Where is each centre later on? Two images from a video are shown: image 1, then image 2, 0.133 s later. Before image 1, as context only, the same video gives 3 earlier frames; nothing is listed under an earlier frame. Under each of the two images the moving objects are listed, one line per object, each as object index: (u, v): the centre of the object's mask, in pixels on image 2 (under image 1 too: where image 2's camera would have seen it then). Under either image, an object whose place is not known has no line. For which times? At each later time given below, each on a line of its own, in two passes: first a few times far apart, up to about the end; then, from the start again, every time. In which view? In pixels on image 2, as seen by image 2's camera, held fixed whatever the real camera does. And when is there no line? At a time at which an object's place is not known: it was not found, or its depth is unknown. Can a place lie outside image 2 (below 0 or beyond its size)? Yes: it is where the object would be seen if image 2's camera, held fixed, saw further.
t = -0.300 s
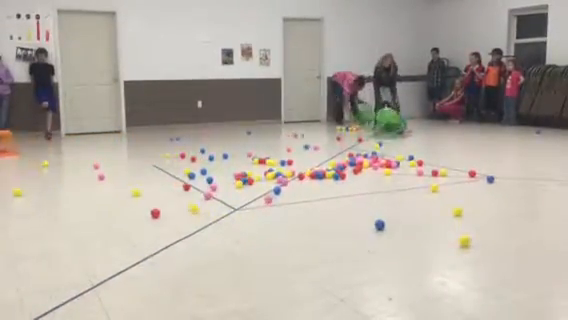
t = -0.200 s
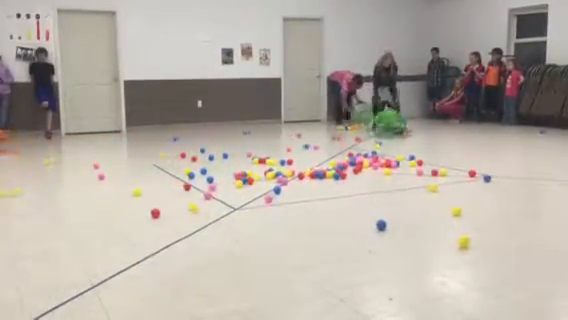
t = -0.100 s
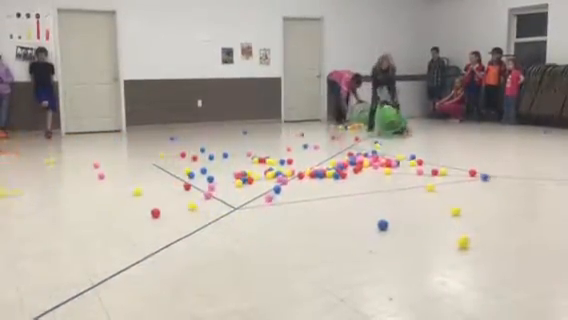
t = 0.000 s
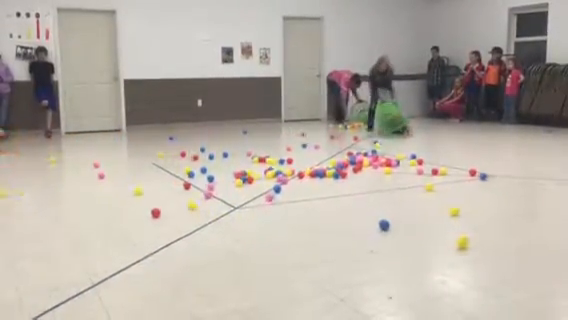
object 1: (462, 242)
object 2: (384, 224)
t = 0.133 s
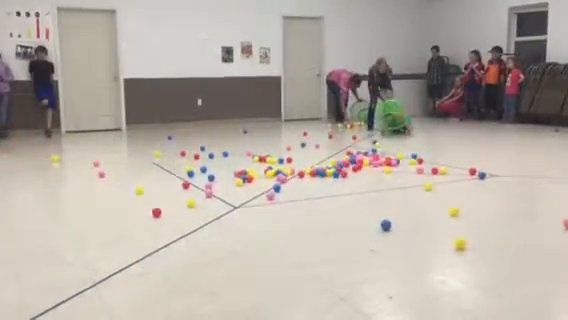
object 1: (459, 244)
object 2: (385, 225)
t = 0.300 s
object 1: (458, 245)
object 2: (388, 226)
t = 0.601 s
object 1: (447, 247)
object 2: (393, 227)
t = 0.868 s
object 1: (443, 248)
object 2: (399, 229)
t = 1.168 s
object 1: (434, 249)
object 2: (405, 230)
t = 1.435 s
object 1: (425, 249)
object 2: (410, 230)
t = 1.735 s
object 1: (417, 248)
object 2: (416, 230)
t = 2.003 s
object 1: (407, 247)
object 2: (422, 230)
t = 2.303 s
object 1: (402, 246)
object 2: (428, 230)
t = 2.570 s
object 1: (398, 244)
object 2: (432, 229)
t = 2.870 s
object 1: (397, 242)
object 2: (434, 229)
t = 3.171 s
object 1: (396, 240)
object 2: (435, 228)
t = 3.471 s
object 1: (397, 238)
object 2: (436, 228)
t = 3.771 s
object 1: (396, 238)
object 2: (435, 228)
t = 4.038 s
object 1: (399, 237)
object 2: (432, 228)
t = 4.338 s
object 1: (400, 237)
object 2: (429, 228)
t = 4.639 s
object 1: (406, 238)
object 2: (425, 229)
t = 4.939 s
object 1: (412, 239)
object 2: (422, 229)
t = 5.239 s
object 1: (416, 238)
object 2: (422, 229)
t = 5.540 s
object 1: (414, 238)
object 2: (421, 230)
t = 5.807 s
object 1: (412, 238)
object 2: (422, 230)
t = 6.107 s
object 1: (407, 239)
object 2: (424, 230)
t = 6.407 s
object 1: (406, 240)
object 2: (427, 231)
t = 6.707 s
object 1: (406, 238)
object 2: (427, 230)
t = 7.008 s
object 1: (409, 238)
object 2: (426, 230)
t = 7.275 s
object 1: (409, 237)
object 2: (427, 230)
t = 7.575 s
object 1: (410, 238)
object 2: (426, 231)
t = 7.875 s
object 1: (409, 238)
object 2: (426, 231)
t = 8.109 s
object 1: (407, 238)
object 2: (424, 231)
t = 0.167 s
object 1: (459, 244)
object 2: (385, 225)
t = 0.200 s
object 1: (458, 245)
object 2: (386, 225)
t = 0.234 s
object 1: (458, 245)
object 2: (386, 225)
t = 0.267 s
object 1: (458, 245)
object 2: (387, 226)
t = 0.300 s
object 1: (458, 245)
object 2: (388, 226)
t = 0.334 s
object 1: (455, 246)
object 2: (388, 226)
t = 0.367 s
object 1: (455, 246)
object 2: (388, 226)
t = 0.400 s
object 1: (453, 246)
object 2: (389, 226)
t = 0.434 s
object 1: (452, 246)
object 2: (390, 227)
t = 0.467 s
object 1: (452, 246)
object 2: (391, 227)
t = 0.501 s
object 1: (452, 246)
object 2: (391, 227)
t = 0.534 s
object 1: (448, 247)
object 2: (392, 227)
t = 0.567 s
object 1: (448, 247)
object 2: (393, 227)
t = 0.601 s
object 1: (447, 247)
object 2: (393, 227)
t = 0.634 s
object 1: (447, 247)
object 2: (394, 227)
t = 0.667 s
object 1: (446, 247)
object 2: (395, 228)
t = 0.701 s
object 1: (447, 247)
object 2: (395, 228)
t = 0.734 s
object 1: (447, 247)
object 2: (396, 228)
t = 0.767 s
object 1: (444, 247)
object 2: (397, 228)
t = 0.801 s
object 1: (445, 247)
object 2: (397, 228)
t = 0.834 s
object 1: (443, 248)
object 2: (398, 228)
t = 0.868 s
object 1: (443, 248)
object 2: (399, 229)
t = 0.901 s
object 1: (441, 248)
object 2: (400, 229)
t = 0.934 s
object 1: (441, 248)
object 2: (400, 229)
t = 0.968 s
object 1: (440, 248)
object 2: (401, 229)
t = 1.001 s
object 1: (439, 248)
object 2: (402, 229)
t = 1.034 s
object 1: (437, 249)
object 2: (402, 230)
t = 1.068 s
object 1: (438, 249)
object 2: (403, 229)
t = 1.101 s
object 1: (436, 249)
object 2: (404, 229)
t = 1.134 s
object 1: (435, 249)
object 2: (405, 229)
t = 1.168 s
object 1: (434, 249)
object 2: (405, 230)
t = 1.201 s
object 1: (433, 248)
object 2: (406, 229)
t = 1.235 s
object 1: (434, 248)
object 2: (406, 230)
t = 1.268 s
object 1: (431, 248)
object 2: (407, 229)
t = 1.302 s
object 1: (429, 248)
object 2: (408, 229)
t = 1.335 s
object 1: (429, 248)
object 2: (408, 230)
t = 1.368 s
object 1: (427, 249)
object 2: (409, 230)
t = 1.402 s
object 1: (427, 249)
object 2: (410, 230)
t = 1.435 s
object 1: (425, 249)
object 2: (410, 230)
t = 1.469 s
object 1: (423, 248)
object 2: (411, 230)
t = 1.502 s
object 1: (422, 248)
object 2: (412, 230)
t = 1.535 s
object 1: (422, 248)
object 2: (412, 230)
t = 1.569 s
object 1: (422, 248)
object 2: (413, 230)
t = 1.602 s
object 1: (421, 248)
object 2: (413, 230)
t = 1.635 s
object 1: (419, 248)
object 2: (414, 230)
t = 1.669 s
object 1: (418, 247)
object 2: (415, 230)
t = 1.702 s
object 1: (416, 248)
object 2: (416, 230)
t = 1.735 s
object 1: (417, 248)
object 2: (416, 230)
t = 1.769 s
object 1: (417, 248)
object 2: (417, 230)
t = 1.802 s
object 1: (415, 247)
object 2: (418, 230)
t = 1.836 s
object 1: (415, 247)
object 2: (418, 230)
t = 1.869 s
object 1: (411, 247)
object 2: (419, 230)
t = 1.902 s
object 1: (411, 246)
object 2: (420, 230)
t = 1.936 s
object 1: (409, 247)
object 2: (421, 230)
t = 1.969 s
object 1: (407, 247)
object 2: (422, 230)
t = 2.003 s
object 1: (407, 247)
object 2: (422, 230)
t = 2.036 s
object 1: (406, 247)
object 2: (423, 230)
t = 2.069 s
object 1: (404, 246)
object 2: (424, 229)
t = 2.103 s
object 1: (404, 246)
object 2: (424, 230)
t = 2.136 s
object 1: (404, 246)
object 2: (425, 230)
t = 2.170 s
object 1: (403, 246)
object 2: (426, 230)
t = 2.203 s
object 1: (403, 246)
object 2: (427, 230)
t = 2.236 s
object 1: (403, 246)
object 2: (427, 230)
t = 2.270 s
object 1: (402, 246)
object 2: (427, 230)
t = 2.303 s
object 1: (402, 246)
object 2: (428, 230)
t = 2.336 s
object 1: (401, 246)
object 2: (429, 230)
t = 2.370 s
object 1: (401, 246)
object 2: (429, 230)
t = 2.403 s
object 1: (400, 245)
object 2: (430, 230)
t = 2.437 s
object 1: (400, 245)
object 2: (430, 230)
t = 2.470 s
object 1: (399, 245)
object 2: (431, 230)
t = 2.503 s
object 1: (398, 244)
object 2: (431, 230)
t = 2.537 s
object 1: (398, 245)
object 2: (432, 229)
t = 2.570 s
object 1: (398, 244)
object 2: (432, 229)
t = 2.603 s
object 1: (398, 244)
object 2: (432, 230)
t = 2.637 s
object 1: (398, 243)
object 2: (433, 229)
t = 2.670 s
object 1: (397, 243)
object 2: (433, 229)
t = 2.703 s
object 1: (397, 243)
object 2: (433, 229)
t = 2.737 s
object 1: (397, 242)
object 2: (434, 229)
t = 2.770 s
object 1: (397, 242)
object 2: (434, 229)
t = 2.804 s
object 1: (397, 242)
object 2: (434, 229)
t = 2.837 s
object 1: (397, 242)
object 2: (434, 229)
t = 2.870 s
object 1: (397, 242)
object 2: (434, 229)
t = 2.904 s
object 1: (397, 241)
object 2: (435, 228)
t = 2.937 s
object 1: (397, 241)
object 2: (435, 228)
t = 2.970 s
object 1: (397, 241)
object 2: (435, 228)
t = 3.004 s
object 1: (396, 241)
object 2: (435, 228)
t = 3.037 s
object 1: (396, 241)
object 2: (435, 228)
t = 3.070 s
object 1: (396, 240)
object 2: (435, 228)
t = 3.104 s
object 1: (396, 240)
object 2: (435, 228)
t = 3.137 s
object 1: (396, 240)
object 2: (435, 228)
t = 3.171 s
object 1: (396, 240)
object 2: (435, 228)
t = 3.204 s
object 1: (396, 240)
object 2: (435, 228)
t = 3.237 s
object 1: (396, 240)
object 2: (435, 228)
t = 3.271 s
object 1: (396, 239)
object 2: (436, 228)
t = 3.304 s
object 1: (396, 239)
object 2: (436, 228)
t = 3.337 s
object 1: (396, 239)
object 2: (436, 228)
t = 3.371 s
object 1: (396, 239)
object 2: (436, 228)
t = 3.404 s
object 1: (396, 239)
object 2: (436, 228)
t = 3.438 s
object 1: (397, 238)
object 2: (436, 228)
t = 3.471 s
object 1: (397, 238)
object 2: (436, 228)
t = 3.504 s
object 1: (397, 238)
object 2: (436, 228)
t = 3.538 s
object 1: (397, 238)
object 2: (436, 228)
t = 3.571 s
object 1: (397, 238)
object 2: (436, 228)
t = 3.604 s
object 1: (397, 238)
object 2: (436, 228)
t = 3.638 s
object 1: (397, 238)
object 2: (435, 228)
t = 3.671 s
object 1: (397, 238)
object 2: (435, 228)
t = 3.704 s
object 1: (397, 238)
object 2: (435, 228)
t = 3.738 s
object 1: (396, 238)
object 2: (435, 228)
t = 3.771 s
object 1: (396, 238)
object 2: (435, 228)
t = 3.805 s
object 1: (398, 237)
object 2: (434, 228)
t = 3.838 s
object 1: (398, 237)
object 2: (434, 228)
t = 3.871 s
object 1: (398, 237)
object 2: (434, 228)
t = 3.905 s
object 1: (398, 237)
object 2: (434, 228)
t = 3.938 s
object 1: (397, 237)
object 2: (433, 228)
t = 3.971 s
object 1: (399, 237)
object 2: (433, 228)
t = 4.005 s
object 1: (399, 237)
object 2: (432, 228)
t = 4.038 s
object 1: (399, 237)
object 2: (432, 228)
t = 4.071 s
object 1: (399, 237)
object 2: (431, 228)
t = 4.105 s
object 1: (399, 237)
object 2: (431, 228)
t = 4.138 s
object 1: (399, 237)
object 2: (431, 228)
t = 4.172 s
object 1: (399, 237)
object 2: (431, 227)
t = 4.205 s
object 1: (399, 237)
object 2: (430, 228)
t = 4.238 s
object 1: (399, 237)
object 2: (429, 228)
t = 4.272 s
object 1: (399, 236)
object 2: (429, 228)
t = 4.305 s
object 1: (400, 236)
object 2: (429, 228)
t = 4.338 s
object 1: (400, 237)
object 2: (429, 228)
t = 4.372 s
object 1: (400, 237)
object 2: (428, 228)
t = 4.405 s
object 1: (400, 237)
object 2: (428, 228)
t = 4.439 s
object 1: (402, 237)
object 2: (427, 229)
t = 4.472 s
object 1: (401, 237)
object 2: (427, 229)
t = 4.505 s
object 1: (403, 238)
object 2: (427, 229)
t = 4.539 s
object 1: (403, 237)
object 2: (426, 228)
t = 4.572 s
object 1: (405, 237)
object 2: (426, 229)
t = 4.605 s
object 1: (404, 237)
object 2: (425, 229)
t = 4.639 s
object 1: (406, 238)
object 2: (425, 229)
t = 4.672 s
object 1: (406, 238)
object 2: (425, 229)
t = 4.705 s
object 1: (406, 237)
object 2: (424, 229)
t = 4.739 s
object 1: (406, 238)
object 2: (424, 229)
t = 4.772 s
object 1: (408, 238)
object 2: (423, 229)
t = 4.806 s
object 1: (409, 237)
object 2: (423, 229)
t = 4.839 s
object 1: (410, 238)
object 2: (423, 229)
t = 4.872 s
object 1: (410, 237)
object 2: (422, 229)
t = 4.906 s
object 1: (411, 238)
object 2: (422, 229)
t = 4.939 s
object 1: (412, 239)
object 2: (422, 229)
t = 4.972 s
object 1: (412, 239)
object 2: (422, 229)
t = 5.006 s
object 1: (412, 238)
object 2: (422, 229)
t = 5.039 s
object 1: (412, 239)
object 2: (422, 230)
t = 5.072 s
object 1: (412, 239)
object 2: (422, 230)
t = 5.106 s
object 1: (414, 238)
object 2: (422, 230)
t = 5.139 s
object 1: (414, 239)
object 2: (422, 230)
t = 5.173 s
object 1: (414, 239)
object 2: (421, 230)
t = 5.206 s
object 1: (415, 238)
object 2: (422, 229)
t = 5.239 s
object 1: (416, 238)
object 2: (422, 229)
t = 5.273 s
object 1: (416, 238)
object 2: (422, 229)
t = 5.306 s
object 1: (416, 239)
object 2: (422, 230)
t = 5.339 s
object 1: (416, 239)
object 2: (422, 230)
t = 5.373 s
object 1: (416, 239)
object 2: (422, 230)
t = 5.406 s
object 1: (415, 239)
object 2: (422, 230)
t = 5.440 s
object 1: (415, 239)
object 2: (422, 230)
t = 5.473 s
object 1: (415, 239)
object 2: (422, 230)
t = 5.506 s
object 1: (415, 239)
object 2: (422, 230)
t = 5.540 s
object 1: (414, 238)
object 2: (421, 230)
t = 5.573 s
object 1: (414, 238)
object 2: (421, 230)
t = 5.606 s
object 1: (414, 239)
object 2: (421, 230)
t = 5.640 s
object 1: (413, 238)
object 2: (421, 230)
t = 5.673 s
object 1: (412, 238)
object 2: (421, 230)
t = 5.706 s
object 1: (411, 238)
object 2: (421, 230)
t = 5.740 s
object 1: (411, 238)
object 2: (421, 230)
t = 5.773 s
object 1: (412, 237)
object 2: (422, 230)
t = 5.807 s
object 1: (412, 238)
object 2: (422, 230)
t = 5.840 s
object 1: (412, 238)
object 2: (423, 230)
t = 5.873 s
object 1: (412, 238)
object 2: (422, 230)
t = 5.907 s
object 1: (412, 238)
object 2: (422, 230)
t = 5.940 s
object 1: (407, 240)
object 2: (423, 230)
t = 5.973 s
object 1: (407, 240)
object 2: (423, 230)
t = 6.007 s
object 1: (407, 240)
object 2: (423, 230)
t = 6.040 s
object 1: (408, 240)
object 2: (423, 231)
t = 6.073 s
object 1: (407, 240)
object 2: (424, 230)
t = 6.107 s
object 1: (407, 239)
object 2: (424, 230)
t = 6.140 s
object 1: (406, 239)
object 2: (425, 230)
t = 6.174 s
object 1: (406, 239)
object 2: (425, 229)
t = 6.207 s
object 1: (407, 239)
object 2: (425, 230)
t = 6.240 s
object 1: (406, 240)
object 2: (425, 231)
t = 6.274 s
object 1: (406, 239)
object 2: (426, 231)
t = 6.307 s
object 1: (406, 240)
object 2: (426, 231)
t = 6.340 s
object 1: (405, 240)
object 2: (426, 232)
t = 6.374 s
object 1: (406, 240)
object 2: (426, 231)
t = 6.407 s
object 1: (406, 240)
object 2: (427, 231)
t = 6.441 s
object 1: (407, 238)
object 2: (427, 231)
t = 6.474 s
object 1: (406, 235)
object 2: (427, 230)
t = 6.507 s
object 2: (427, 229)
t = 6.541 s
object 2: (427, 229)
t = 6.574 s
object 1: (407, 235)
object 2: (427, 230)
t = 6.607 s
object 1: (406, 238)
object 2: (427, 231)
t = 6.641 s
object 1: (406, 239)
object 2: (427, 231)
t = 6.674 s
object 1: (406, 239)
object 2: (427, 231)
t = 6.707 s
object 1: (406, 238)
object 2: (427, 230)
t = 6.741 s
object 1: (407, 239)
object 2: (427, 230)
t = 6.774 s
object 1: (407, 238)
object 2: (427, 230)
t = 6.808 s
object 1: (407, 239)
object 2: (427, 231)
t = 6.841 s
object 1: (407, 239)
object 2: (426, 231)
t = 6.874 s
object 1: (407, 238)
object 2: (426, 231)
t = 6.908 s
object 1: (408, 239)
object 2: (426, 230)
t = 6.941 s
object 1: (408, 239)
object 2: (427, 230)
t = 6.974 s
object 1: (408, 239)
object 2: (426, 230)
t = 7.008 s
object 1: (409, 238)
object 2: (426, 230)
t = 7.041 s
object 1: (408, 238)
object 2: (427, 230)
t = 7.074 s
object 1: (408, 237)
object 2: (426, 229)
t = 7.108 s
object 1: (408, 237)
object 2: (427, 230)
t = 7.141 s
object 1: (409, 237)
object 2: (427, 230)
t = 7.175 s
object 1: (409, 237)
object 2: (427, 230)
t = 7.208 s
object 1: (409, 237)
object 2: (426, 230)
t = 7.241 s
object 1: (409, 237)
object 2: (427, 230)
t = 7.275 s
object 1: (409, 237)
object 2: (427, 230)
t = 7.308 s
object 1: (409, 237)
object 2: (426, 230)
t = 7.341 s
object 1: (410, 237)
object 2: (426, 230)
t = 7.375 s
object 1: (409, 237)
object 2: (426, 230)
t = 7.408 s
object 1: (409, 237)
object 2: (426, 230)
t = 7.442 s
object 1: (409, 237)
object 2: (426, 230)
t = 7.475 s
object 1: (409, 238)
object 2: (426, 230)
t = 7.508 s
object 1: (409, 237)
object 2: (426, 230)
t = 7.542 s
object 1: (410, 237)
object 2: (426, 231)
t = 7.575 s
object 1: (410, 238)
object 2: (426, 231)
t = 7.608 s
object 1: (411, 237)
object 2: (426, 230)
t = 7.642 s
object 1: (410, 238)
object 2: (426, 230)
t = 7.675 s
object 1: (411, 238)
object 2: (426, 231)
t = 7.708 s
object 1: (410, 237)
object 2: (426, 231)
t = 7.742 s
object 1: (410, 238)
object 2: (426, 231)
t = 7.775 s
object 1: (410, 238)
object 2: (426, 230)
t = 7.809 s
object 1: (409, 238)
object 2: (426, 231)
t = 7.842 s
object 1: (409, 238)
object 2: (426, 231)
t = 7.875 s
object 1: (409, 238)
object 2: (426, 231)
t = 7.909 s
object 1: (409, 238)
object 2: (426, 231)
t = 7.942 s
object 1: (409, 238)
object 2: (426, 231)
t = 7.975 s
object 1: (409, 238)
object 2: (425, 231)
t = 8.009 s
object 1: (409, 237)
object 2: (425, 230)
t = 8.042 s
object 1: (408, 237)
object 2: (425, 231)
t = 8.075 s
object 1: (407, 238)
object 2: (425, 231)
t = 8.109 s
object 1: (407, 238)
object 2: (424, 231)
